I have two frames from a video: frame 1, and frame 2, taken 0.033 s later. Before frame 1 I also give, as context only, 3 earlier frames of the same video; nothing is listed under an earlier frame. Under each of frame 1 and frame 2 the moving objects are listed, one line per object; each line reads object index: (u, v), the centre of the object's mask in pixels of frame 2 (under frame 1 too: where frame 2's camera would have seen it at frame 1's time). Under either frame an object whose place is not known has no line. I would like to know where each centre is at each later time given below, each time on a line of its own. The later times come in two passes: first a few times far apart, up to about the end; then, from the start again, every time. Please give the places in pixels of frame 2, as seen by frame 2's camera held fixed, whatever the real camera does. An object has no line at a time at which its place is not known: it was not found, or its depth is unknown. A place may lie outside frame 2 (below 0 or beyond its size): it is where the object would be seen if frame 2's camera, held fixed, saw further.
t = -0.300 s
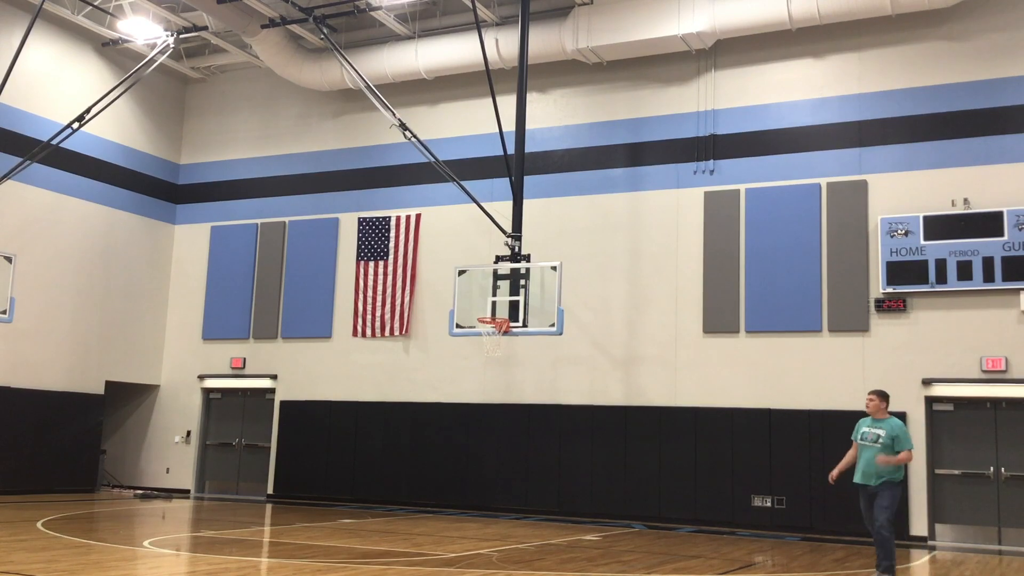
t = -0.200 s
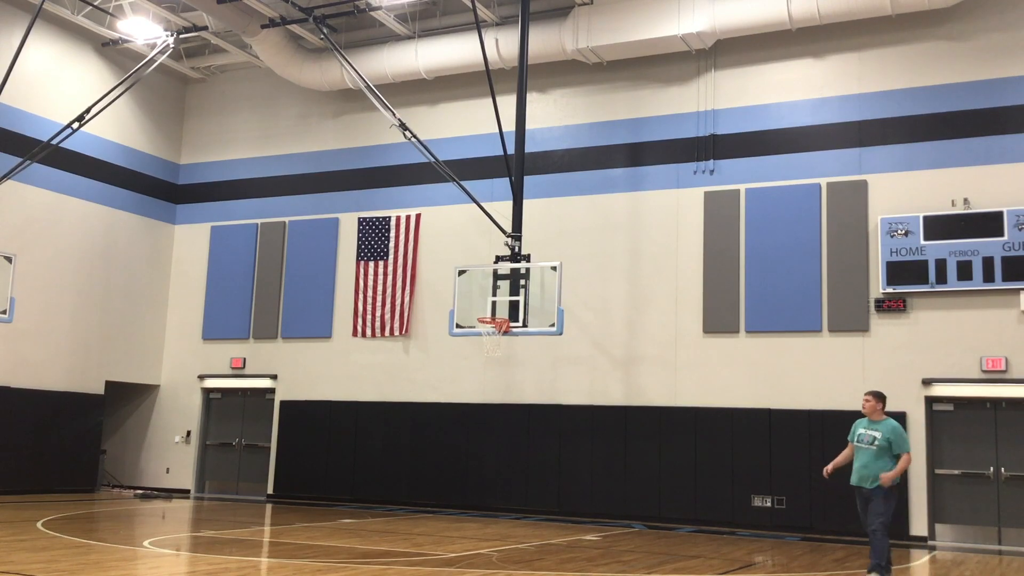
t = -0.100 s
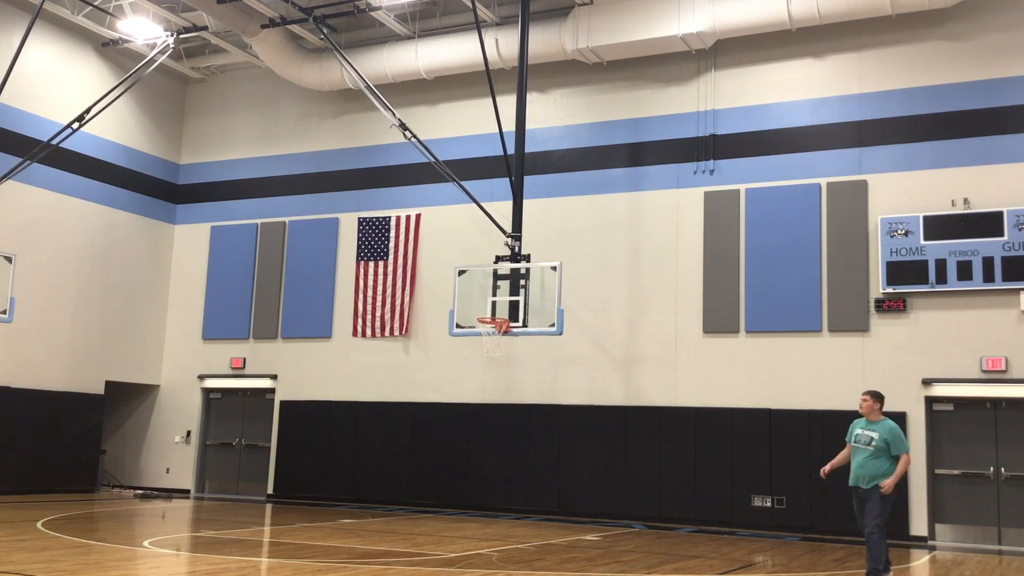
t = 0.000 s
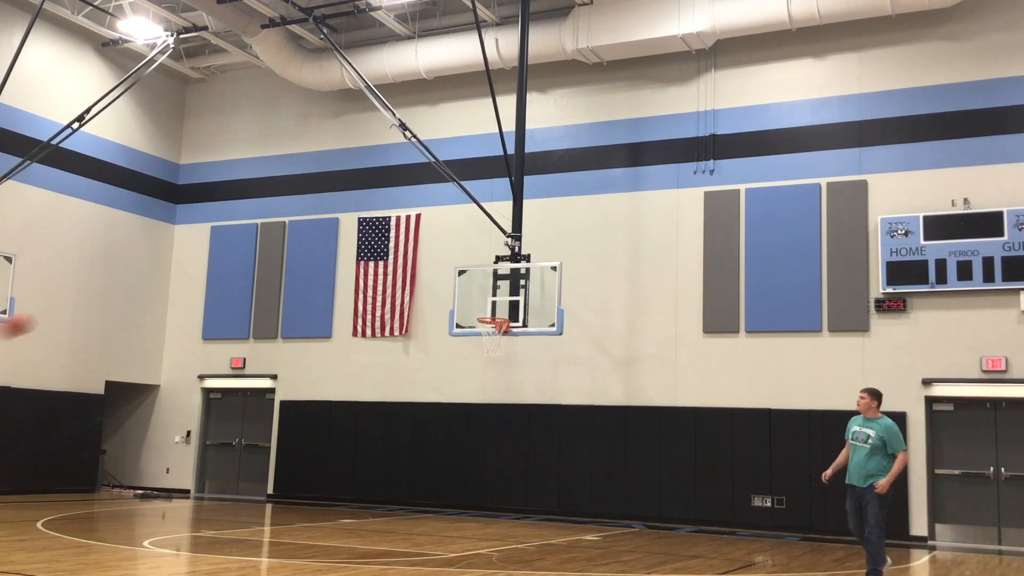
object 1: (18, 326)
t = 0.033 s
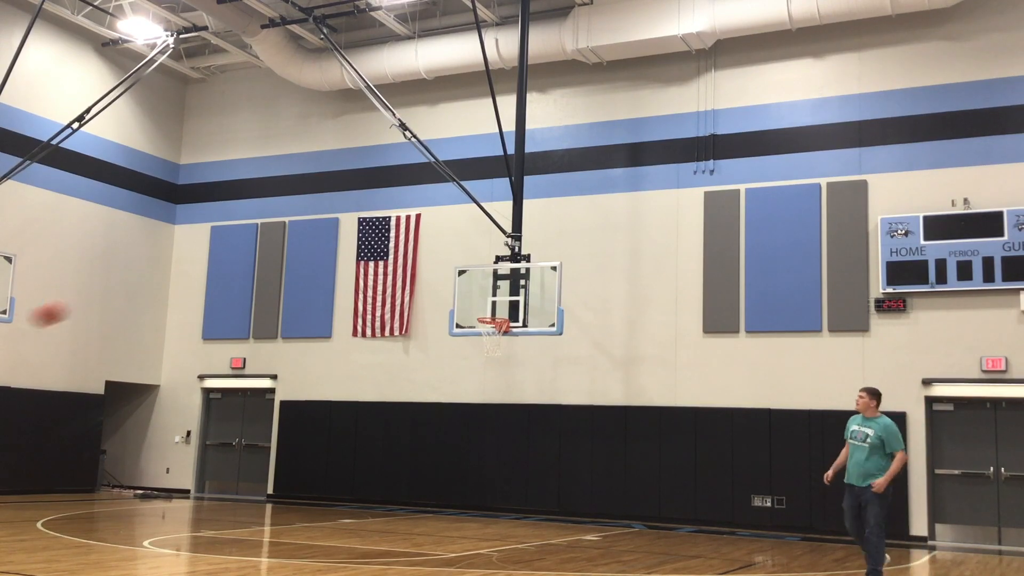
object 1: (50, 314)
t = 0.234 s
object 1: (245, 266)
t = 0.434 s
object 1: (430, 256)
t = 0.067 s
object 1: (83, 304)
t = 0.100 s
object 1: (116, 294)
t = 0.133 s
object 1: (149, 286)
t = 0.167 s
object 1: (180, 279)
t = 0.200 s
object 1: (215, 272)
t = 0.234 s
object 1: (245, 266)
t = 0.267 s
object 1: (277, 262)
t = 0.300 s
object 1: (308, 259)
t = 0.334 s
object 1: (336, 257)
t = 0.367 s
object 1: (368, 254)
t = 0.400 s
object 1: (397, 255)
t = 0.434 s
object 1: (430, 256)
